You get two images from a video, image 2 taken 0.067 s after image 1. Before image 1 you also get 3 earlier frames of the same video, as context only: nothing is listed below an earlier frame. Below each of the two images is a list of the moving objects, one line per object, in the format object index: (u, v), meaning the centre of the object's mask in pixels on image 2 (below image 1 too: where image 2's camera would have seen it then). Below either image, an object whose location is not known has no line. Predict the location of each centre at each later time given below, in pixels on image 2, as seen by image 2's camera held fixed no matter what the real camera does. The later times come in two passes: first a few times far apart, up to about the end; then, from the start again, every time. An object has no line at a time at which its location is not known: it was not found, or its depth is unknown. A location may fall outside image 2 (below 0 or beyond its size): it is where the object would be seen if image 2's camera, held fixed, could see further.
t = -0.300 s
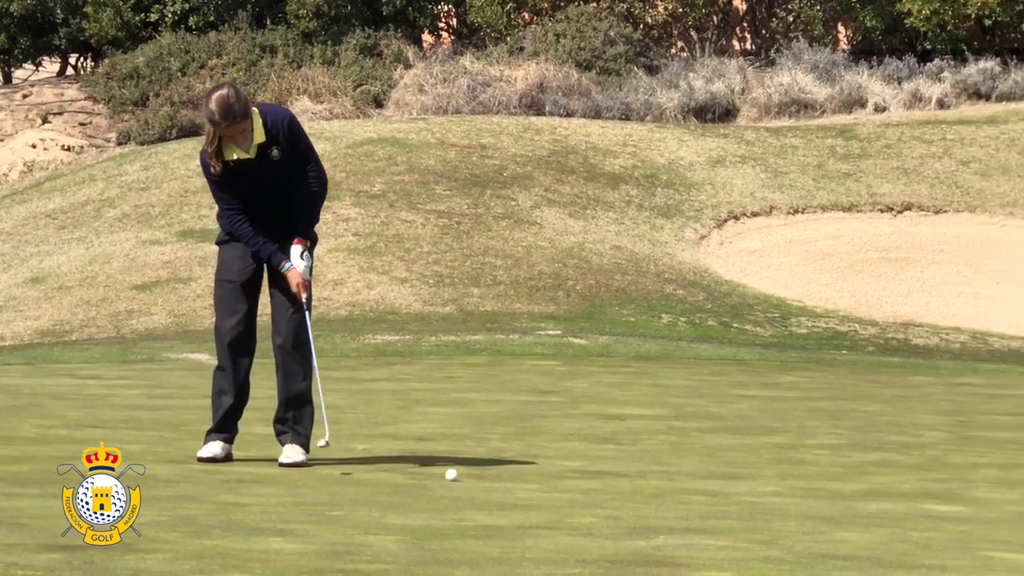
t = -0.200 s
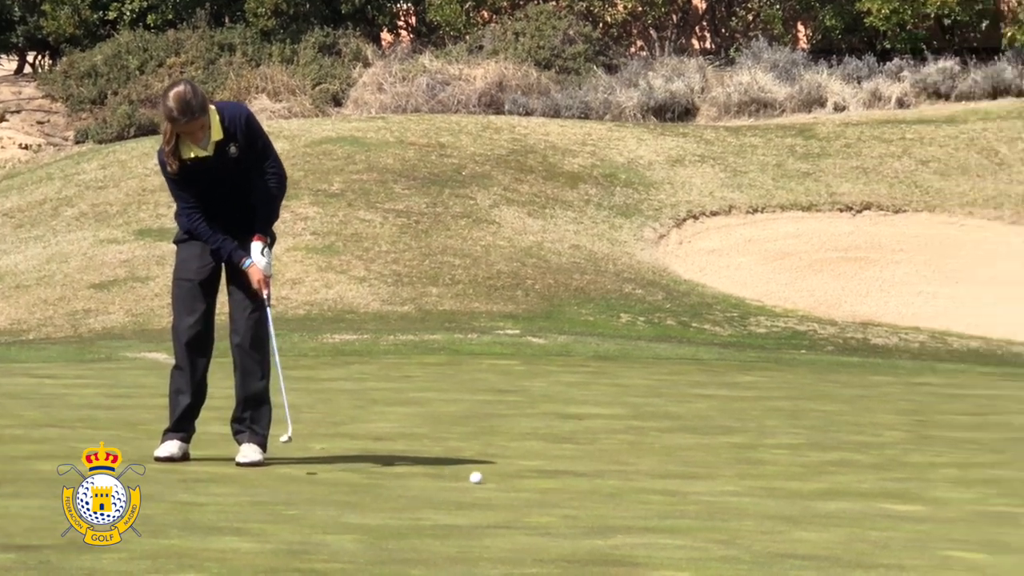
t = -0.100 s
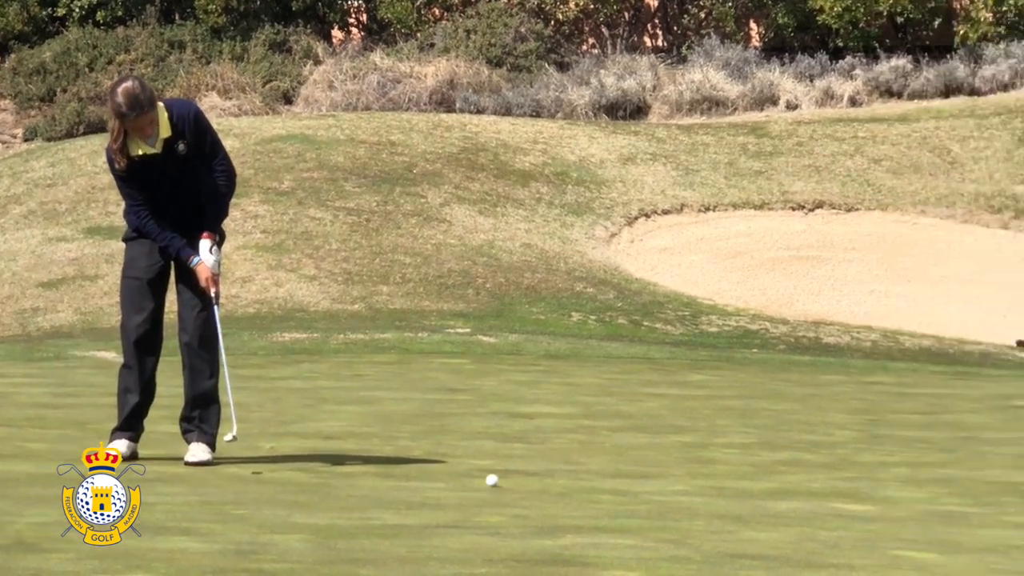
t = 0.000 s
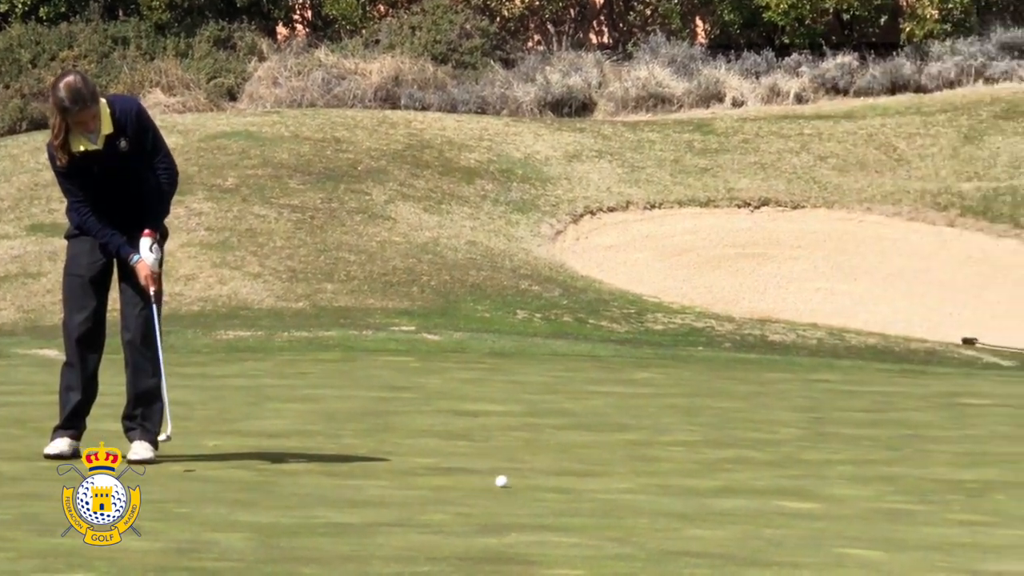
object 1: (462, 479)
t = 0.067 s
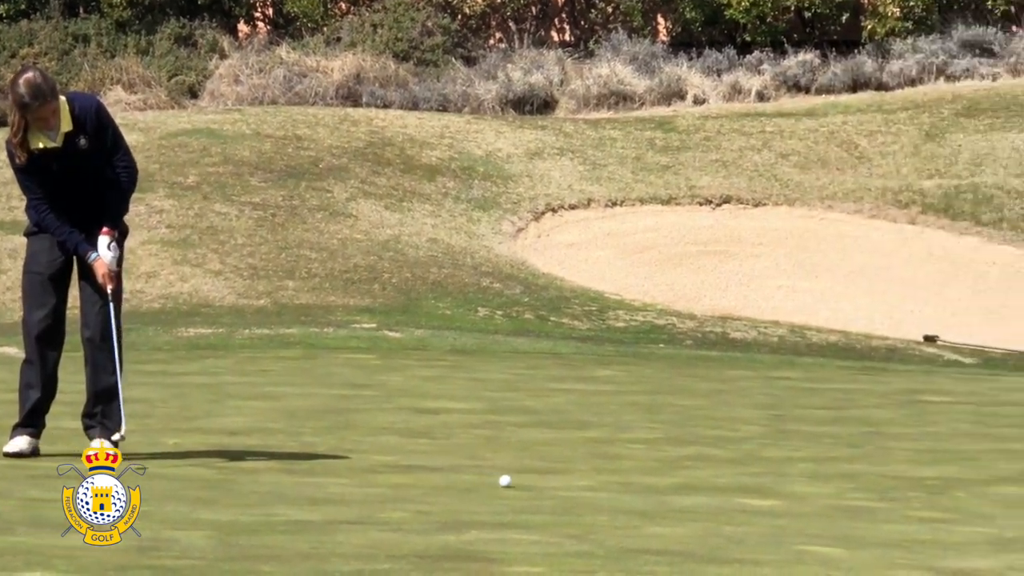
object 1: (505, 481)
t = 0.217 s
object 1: (599, 484)
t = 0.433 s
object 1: (727, 489)
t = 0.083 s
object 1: (515, 481)
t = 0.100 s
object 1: (525, 481)
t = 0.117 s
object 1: (536, 482)
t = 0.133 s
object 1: (546, 482)
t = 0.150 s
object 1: (557, 482)
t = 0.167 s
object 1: (567, 482)
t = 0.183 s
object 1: (578, 483)
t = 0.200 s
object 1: (588, 483)
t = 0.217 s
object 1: (599, 484)
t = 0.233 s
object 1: (608, 484)
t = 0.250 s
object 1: (618, 484)
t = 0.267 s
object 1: (628, 485)
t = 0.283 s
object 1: (638, 485)
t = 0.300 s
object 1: (648, 485)
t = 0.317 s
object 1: (658, 486)
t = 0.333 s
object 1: (668, 486)
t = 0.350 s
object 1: (678, 487)
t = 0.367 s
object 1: (688, 487)
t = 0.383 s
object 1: (698, 487)
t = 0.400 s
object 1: (708, 488)
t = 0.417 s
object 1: (718, 488)
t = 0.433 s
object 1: (727, 489)
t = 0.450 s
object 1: (737, 490)
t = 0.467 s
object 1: (747, 490)
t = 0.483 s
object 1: (757, 491)
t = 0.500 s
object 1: (767, 492)
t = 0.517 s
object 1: (777, 492)
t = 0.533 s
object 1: (787, 493)
